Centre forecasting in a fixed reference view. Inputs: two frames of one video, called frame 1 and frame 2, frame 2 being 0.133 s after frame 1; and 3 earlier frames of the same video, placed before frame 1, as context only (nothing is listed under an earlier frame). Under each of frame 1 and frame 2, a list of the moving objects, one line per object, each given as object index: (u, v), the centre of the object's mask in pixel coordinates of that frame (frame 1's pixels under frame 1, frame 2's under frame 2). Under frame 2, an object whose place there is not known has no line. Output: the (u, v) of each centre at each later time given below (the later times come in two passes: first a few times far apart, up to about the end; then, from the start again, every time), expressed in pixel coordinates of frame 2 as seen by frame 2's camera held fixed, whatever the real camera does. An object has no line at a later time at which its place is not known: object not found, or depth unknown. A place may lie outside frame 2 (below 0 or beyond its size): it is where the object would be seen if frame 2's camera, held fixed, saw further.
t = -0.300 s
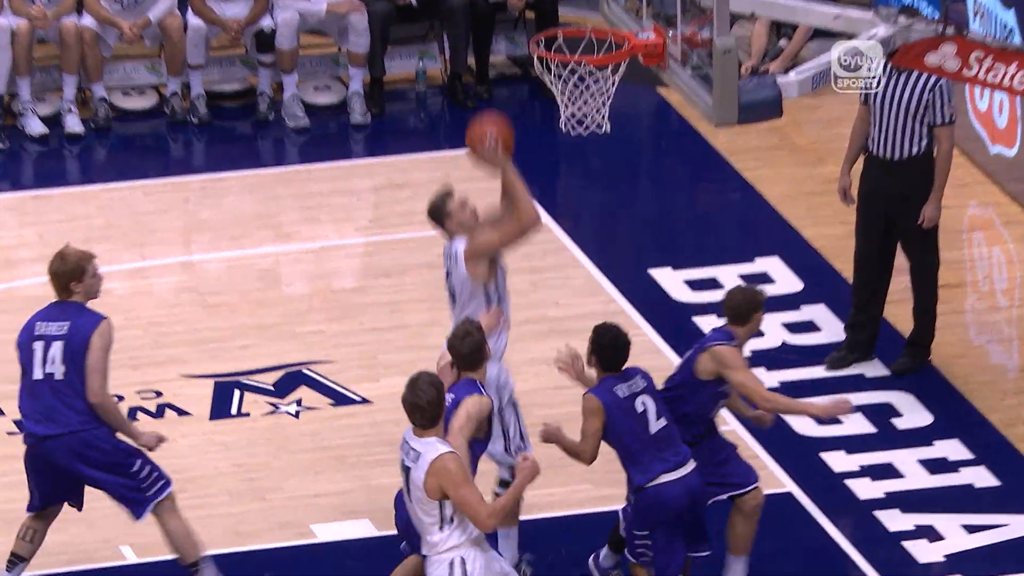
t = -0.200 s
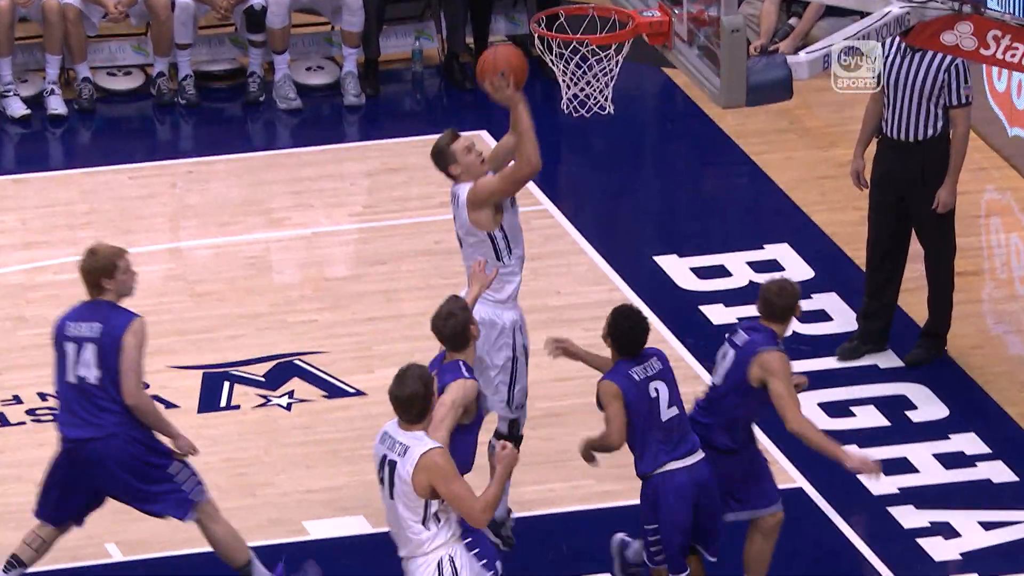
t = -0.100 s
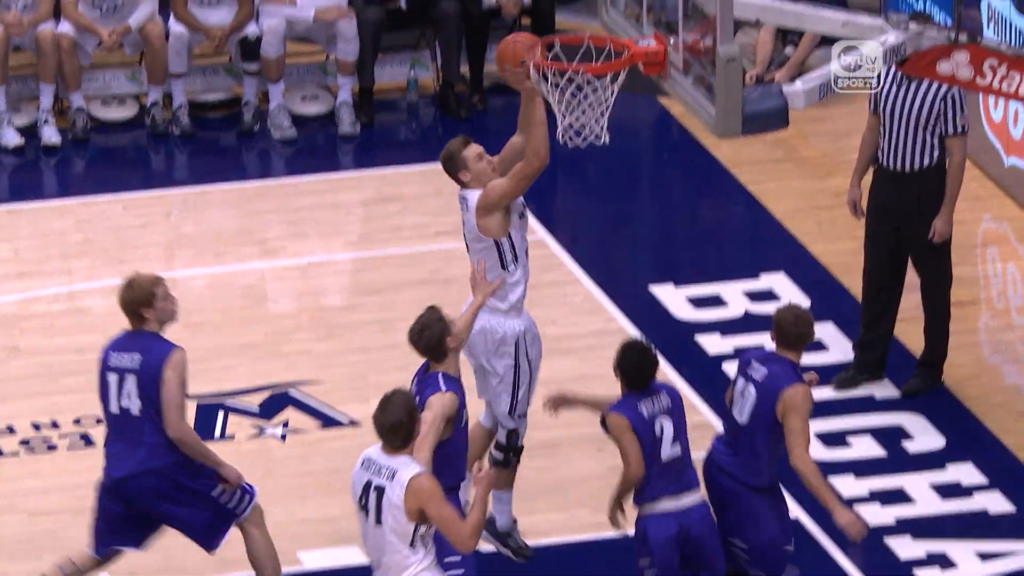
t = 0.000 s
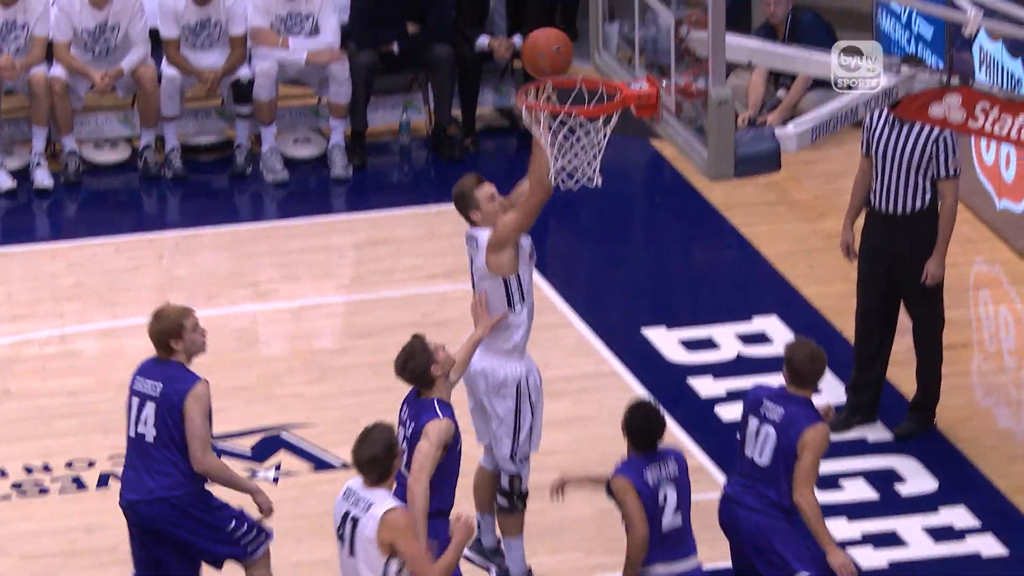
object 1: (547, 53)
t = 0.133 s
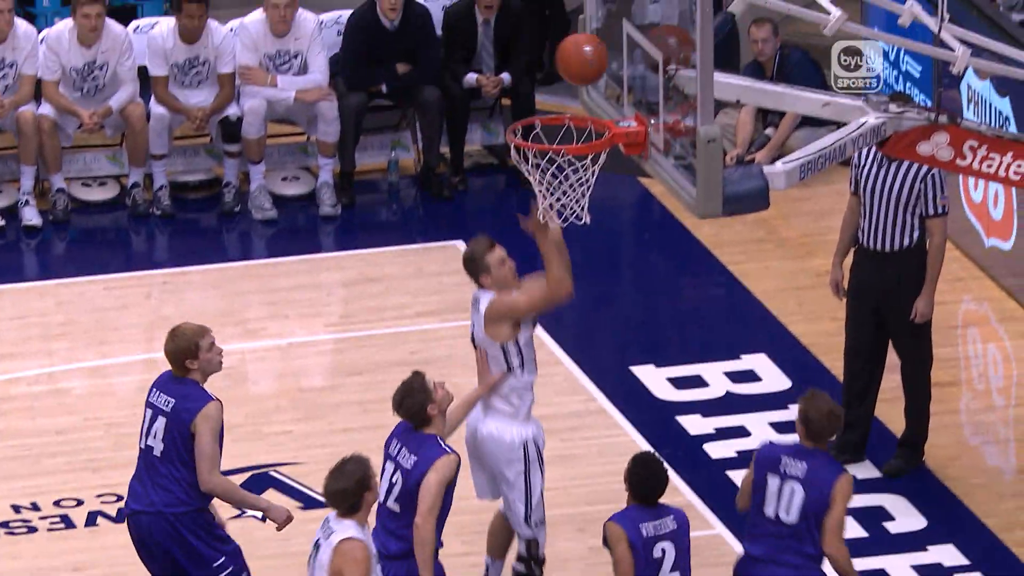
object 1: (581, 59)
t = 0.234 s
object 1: (605, 58)
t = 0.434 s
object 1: (577, 122)
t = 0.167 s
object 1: (593, 56)
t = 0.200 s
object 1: (606, 56)
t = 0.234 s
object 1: (605, 58)
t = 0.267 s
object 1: (600, 63)
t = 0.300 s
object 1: (596, 71)
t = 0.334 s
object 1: (591, 81)
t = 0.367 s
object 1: (586, 92)
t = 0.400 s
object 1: (582, 107)
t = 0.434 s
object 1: (577, 122)
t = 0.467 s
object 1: (573, 130)
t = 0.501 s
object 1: (559, 144)
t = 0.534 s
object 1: (548, 158)
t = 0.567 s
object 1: (539, 171)
